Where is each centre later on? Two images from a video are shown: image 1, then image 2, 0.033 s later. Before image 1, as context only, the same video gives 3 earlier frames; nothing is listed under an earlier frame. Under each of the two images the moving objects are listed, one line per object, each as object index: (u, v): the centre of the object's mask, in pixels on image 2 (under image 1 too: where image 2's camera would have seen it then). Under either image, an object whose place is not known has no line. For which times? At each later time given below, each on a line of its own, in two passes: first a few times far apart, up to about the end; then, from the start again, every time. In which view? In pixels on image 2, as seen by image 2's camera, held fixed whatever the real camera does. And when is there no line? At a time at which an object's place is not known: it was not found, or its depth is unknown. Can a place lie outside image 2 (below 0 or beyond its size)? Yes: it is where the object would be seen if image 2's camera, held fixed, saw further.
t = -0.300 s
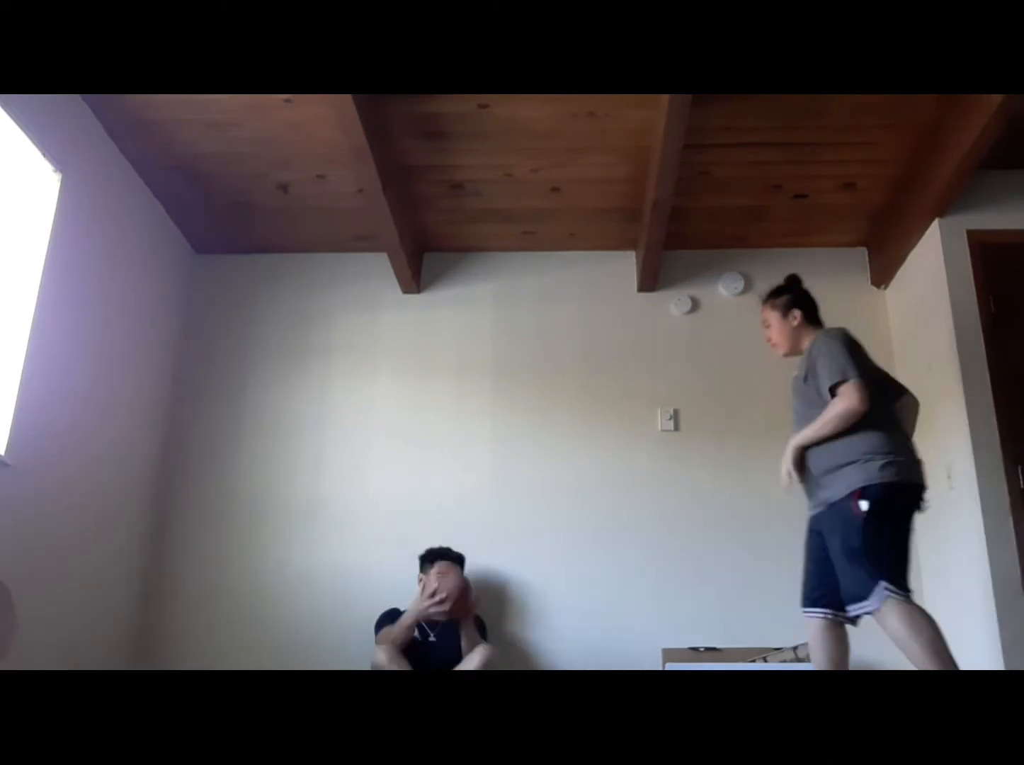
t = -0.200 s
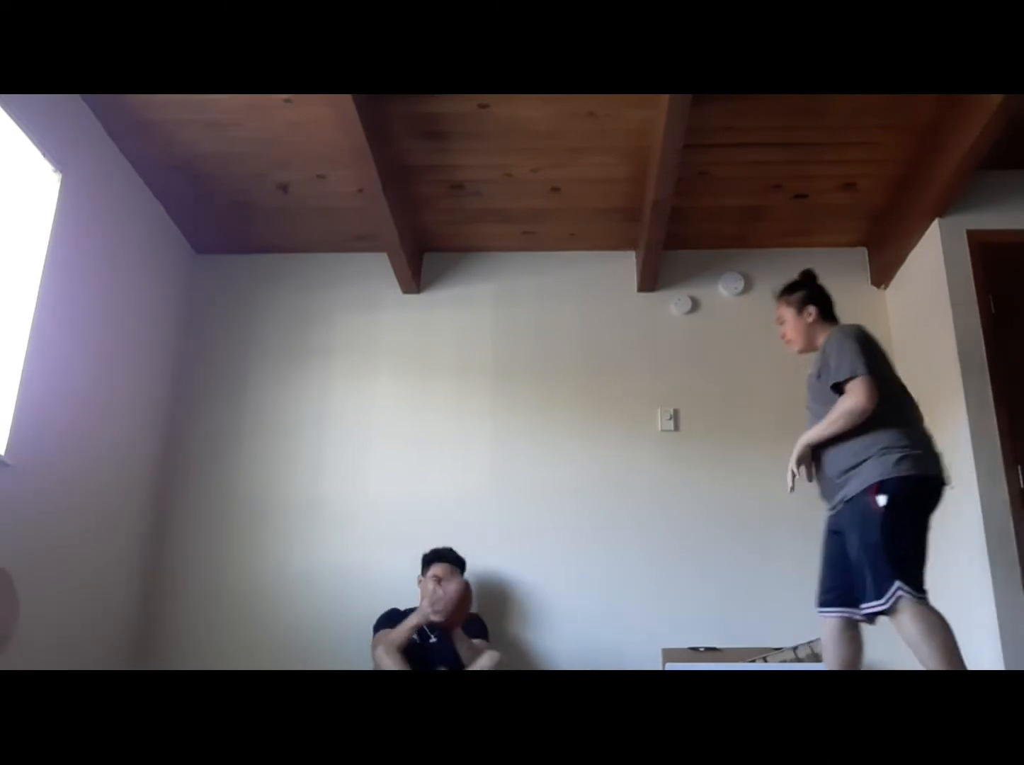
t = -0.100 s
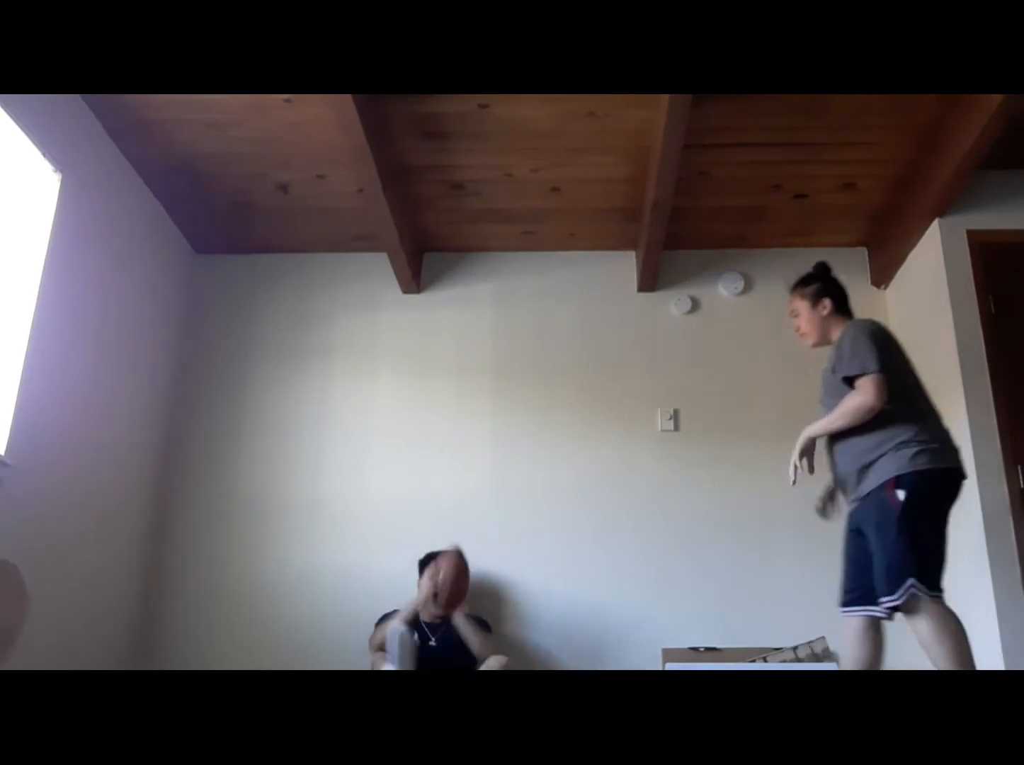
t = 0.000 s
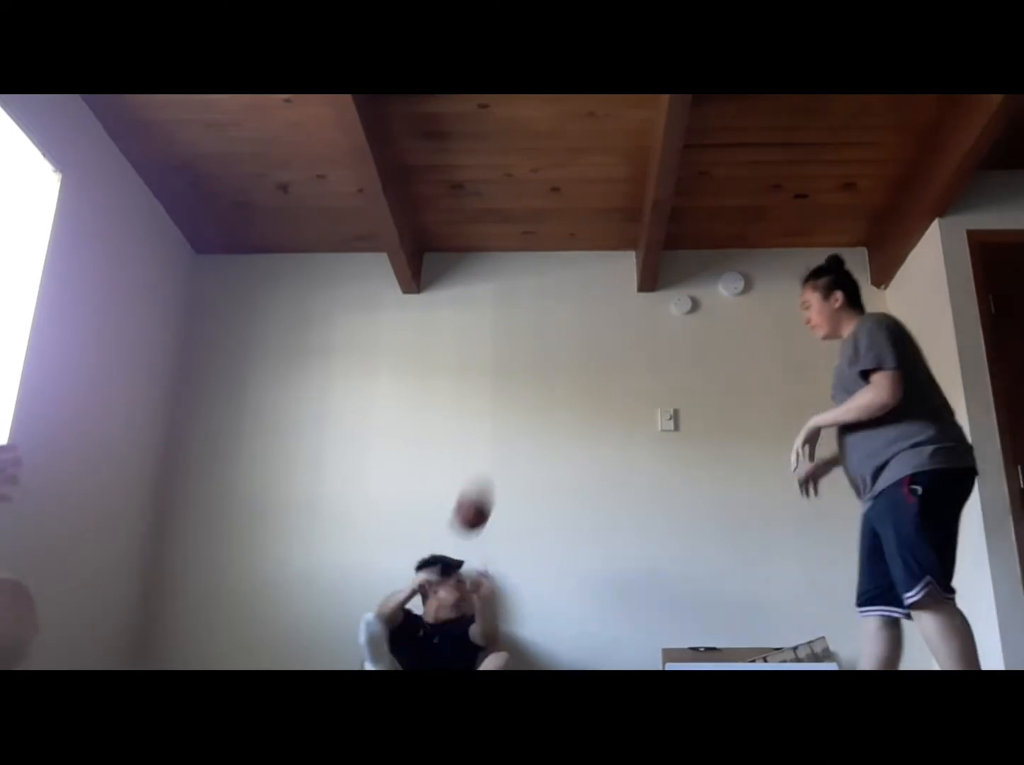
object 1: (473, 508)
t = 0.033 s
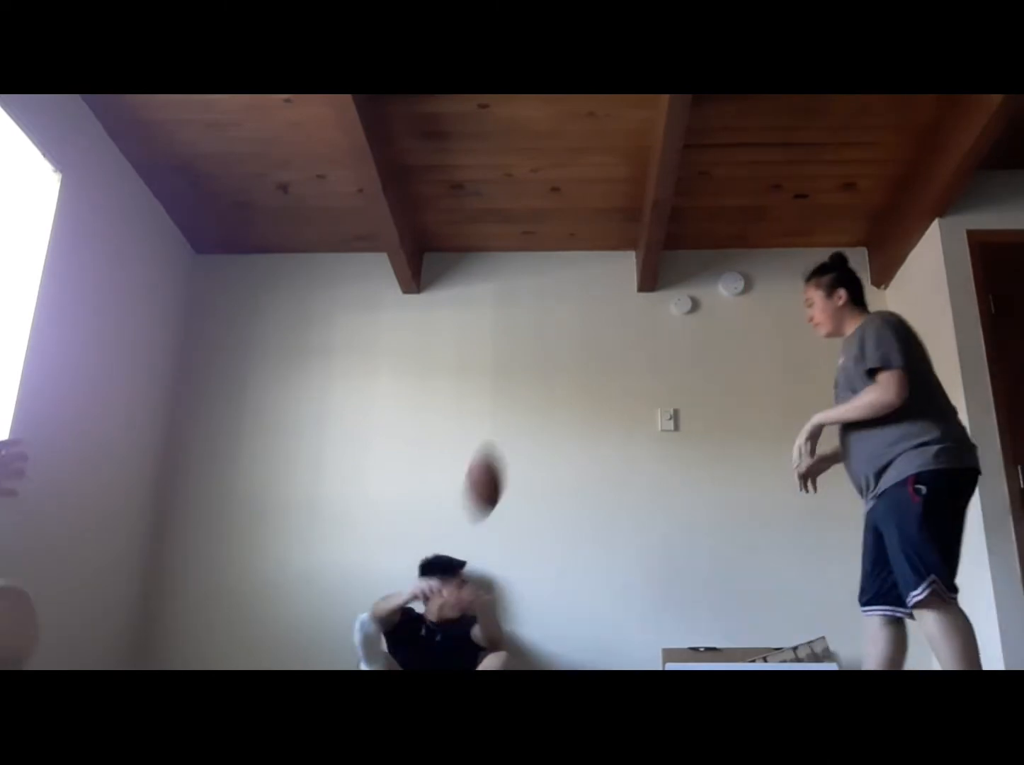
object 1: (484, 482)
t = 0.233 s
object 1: (570, 348)
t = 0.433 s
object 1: (689, 278)
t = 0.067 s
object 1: (496, 460)
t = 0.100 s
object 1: (509, 436)
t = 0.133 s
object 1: (524, 407)
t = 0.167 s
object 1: (537, 389)
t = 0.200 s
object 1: (553, 368)
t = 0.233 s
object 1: (570, 348)
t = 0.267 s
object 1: (585, 333)
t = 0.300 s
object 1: (602, 321)
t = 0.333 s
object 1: (620, 307)
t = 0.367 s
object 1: (643, 293)
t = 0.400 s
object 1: (664, 286)
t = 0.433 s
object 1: (689, 278)
